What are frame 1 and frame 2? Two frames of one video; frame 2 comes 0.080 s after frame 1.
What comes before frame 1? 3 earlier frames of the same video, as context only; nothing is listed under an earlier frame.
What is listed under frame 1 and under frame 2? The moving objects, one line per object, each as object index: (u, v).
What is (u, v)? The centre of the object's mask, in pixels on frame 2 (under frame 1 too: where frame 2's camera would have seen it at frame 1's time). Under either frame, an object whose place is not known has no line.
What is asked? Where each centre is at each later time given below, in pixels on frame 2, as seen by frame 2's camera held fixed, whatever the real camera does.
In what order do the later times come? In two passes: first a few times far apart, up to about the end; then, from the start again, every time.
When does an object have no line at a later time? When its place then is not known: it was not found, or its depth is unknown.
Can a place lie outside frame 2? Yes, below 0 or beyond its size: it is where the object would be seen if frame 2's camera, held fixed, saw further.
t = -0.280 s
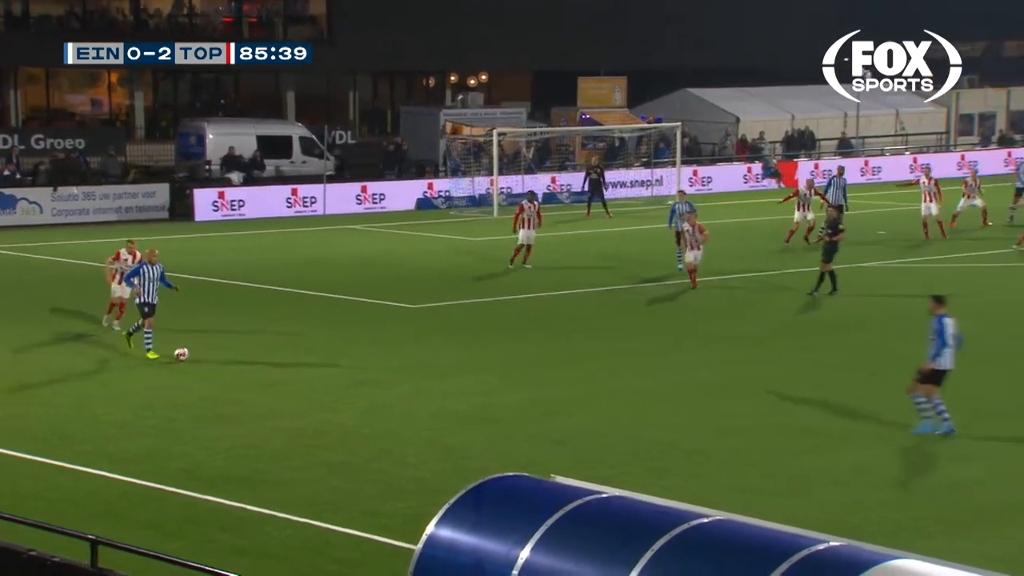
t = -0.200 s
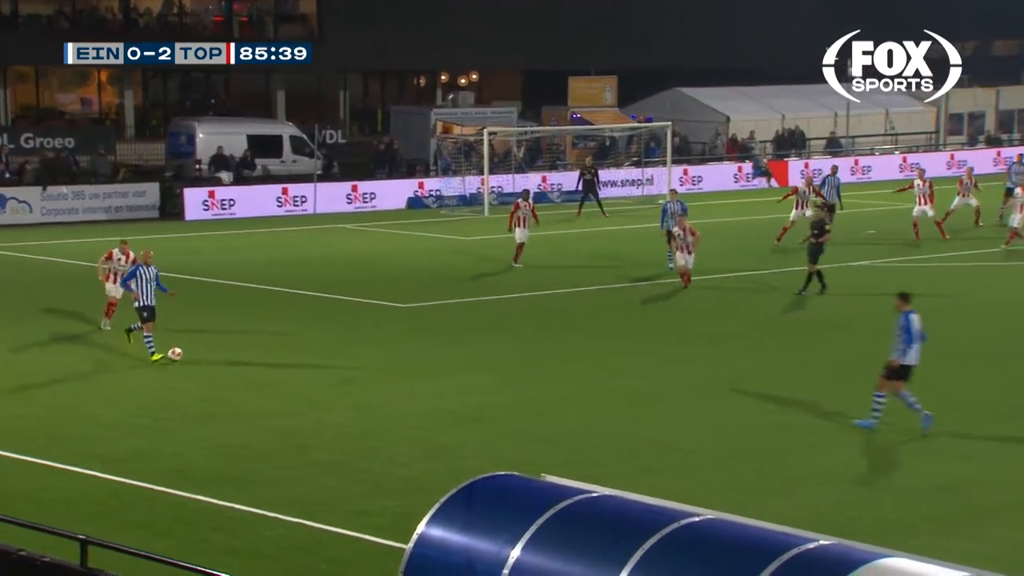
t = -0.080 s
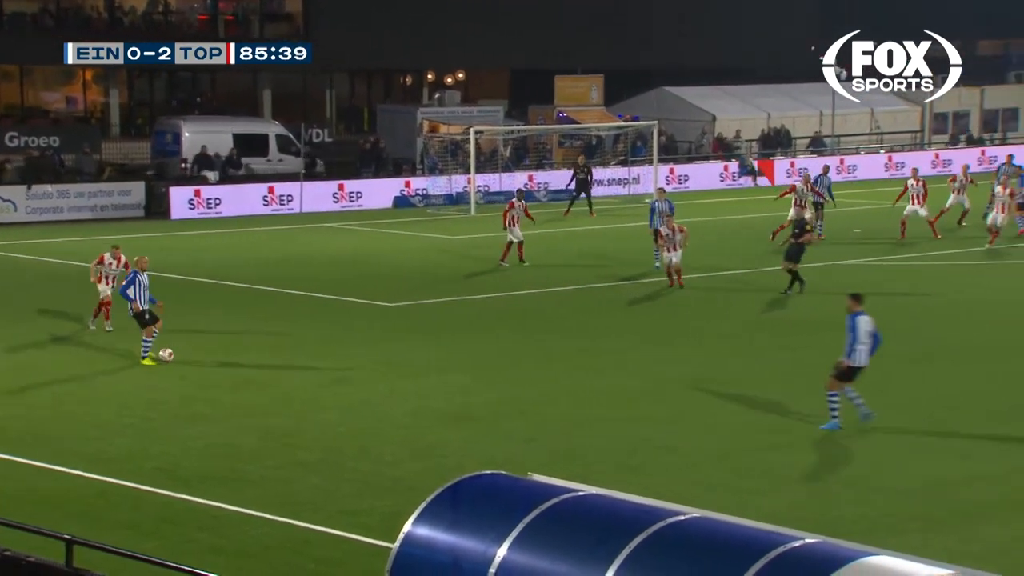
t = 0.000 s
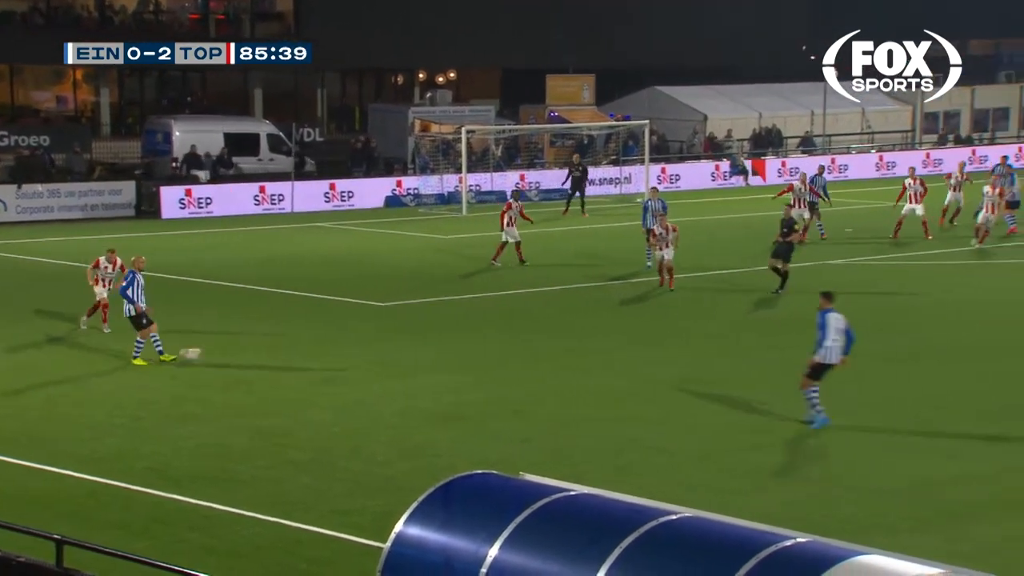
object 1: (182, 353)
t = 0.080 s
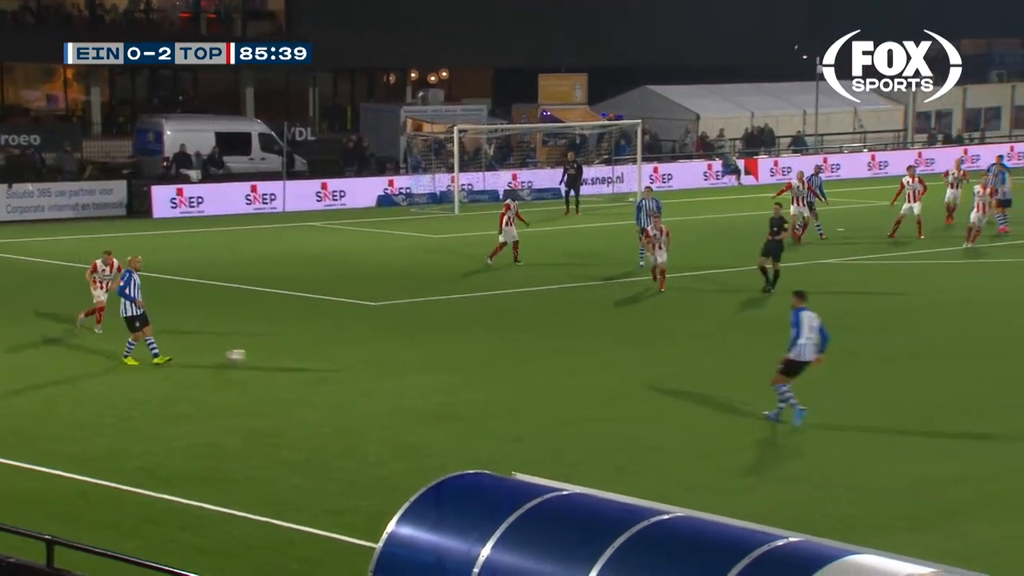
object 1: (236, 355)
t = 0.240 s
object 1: (341, 371)
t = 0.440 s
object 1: (468, 381)
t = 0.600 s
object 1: (567, 389)
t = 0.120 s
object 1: (262, 358)
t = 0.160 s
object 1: (288, 361)
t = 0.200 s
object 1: (315, 366)
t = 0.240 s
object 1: (341, 371)
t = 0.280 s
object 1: (366, 372)
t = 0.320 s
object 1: (391, 373)
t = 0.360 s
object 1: (417, 375)
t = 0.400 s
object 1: (442, 378)
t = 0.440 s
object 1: (468, 381)
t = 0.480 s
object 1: (493, 384)
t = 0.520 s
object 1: (517, 385)
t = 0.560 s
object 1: (542, 386)
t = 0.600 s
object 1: (567, 389)
